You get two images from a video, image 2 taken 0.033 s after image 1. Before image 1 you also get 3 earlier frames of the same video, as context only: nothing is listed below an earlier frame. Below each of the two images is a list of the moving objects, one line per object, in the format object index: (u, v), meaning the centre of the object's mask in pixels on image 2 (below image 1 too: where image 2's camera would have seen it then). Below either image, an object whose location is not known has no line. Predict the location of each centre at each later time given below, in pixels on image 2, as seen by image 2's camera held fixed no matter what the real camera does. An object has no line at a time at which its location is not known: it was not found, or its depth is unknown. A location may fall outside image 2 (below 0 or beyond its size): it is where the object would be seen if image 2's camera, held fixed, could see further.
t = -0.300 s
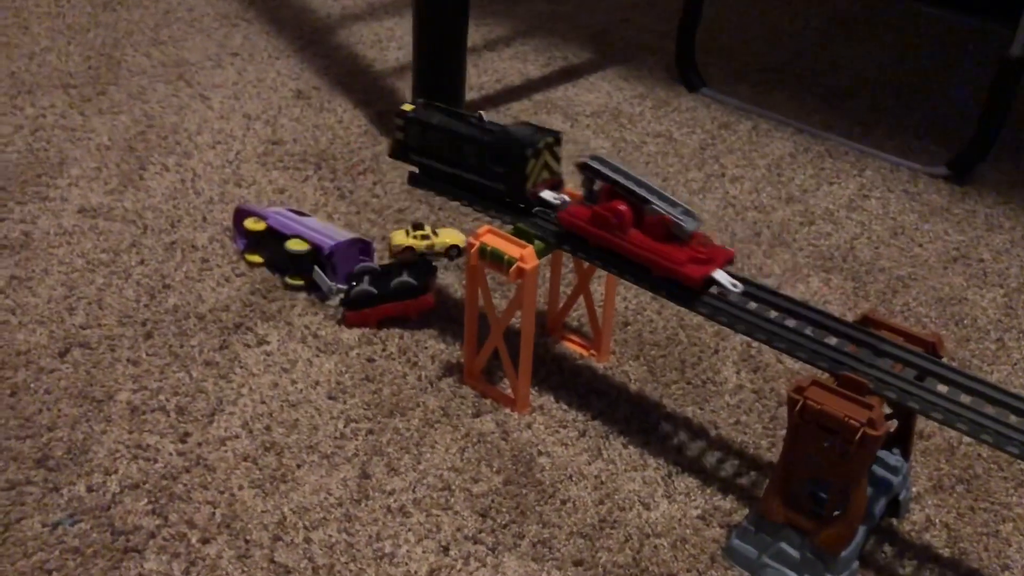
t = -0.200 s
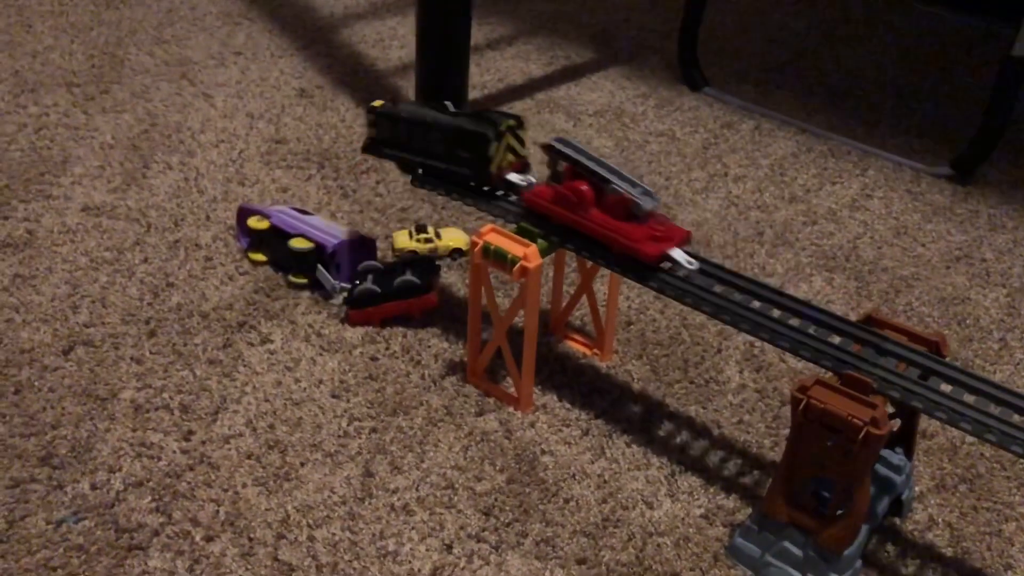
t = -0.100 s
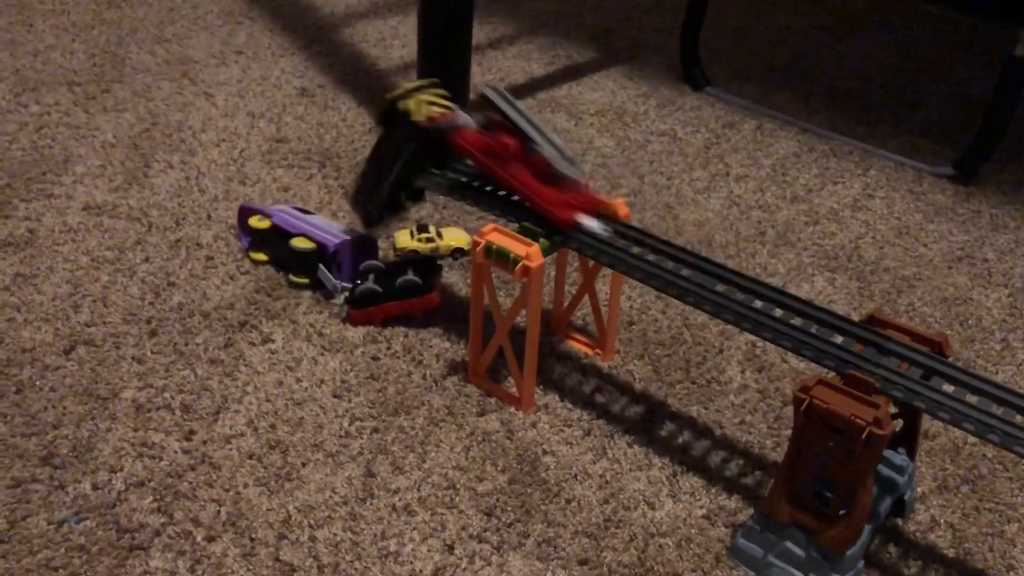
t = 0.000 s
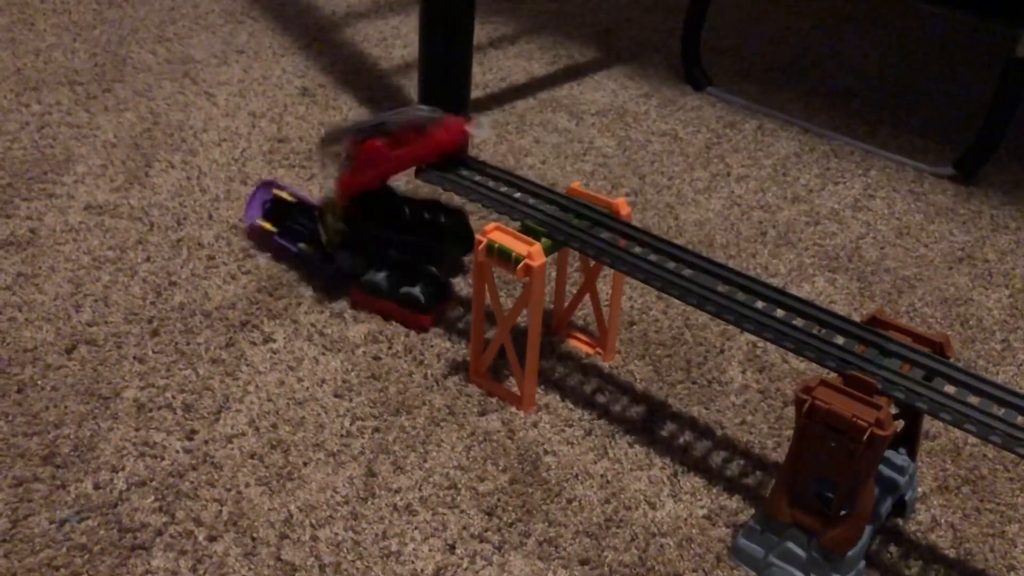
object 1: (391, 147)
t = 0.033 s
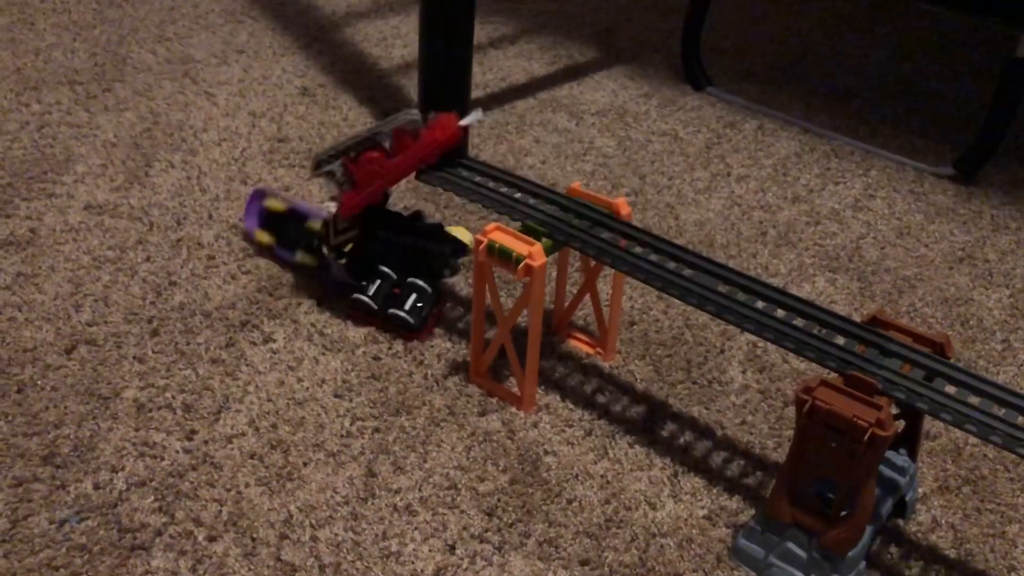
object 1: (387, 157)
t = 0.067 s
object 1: (378, 159)
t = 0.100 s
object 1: (367, 161)
